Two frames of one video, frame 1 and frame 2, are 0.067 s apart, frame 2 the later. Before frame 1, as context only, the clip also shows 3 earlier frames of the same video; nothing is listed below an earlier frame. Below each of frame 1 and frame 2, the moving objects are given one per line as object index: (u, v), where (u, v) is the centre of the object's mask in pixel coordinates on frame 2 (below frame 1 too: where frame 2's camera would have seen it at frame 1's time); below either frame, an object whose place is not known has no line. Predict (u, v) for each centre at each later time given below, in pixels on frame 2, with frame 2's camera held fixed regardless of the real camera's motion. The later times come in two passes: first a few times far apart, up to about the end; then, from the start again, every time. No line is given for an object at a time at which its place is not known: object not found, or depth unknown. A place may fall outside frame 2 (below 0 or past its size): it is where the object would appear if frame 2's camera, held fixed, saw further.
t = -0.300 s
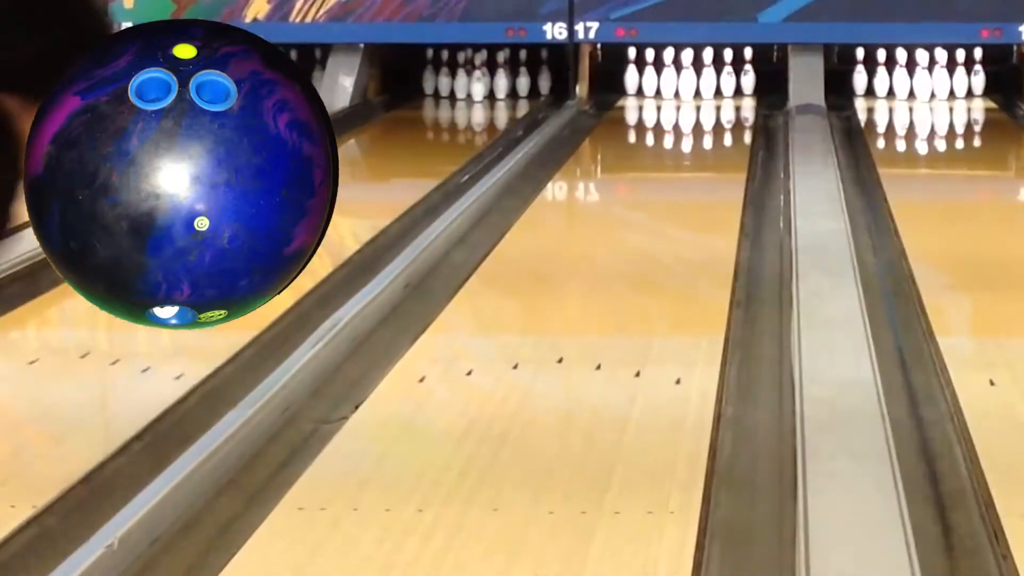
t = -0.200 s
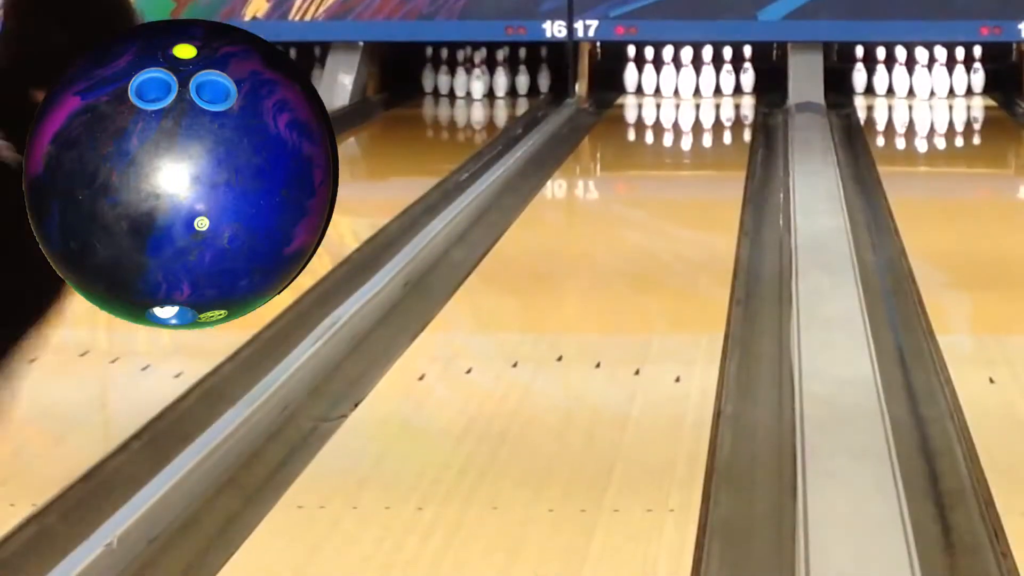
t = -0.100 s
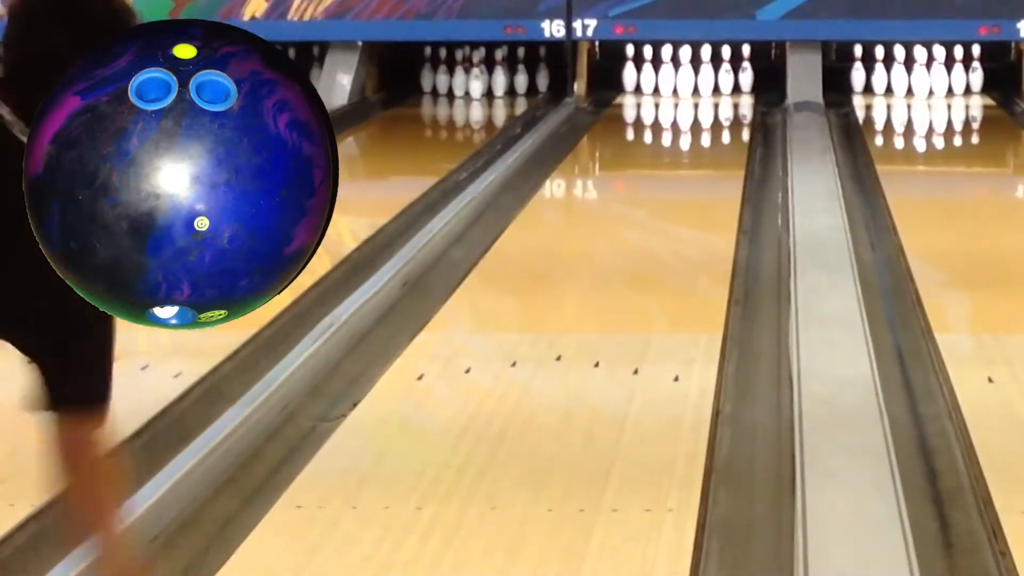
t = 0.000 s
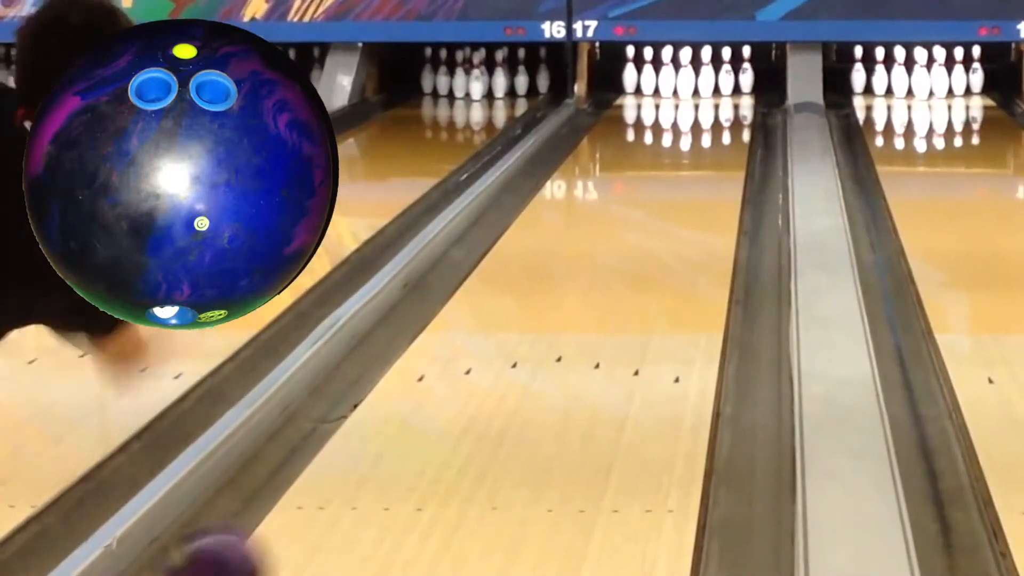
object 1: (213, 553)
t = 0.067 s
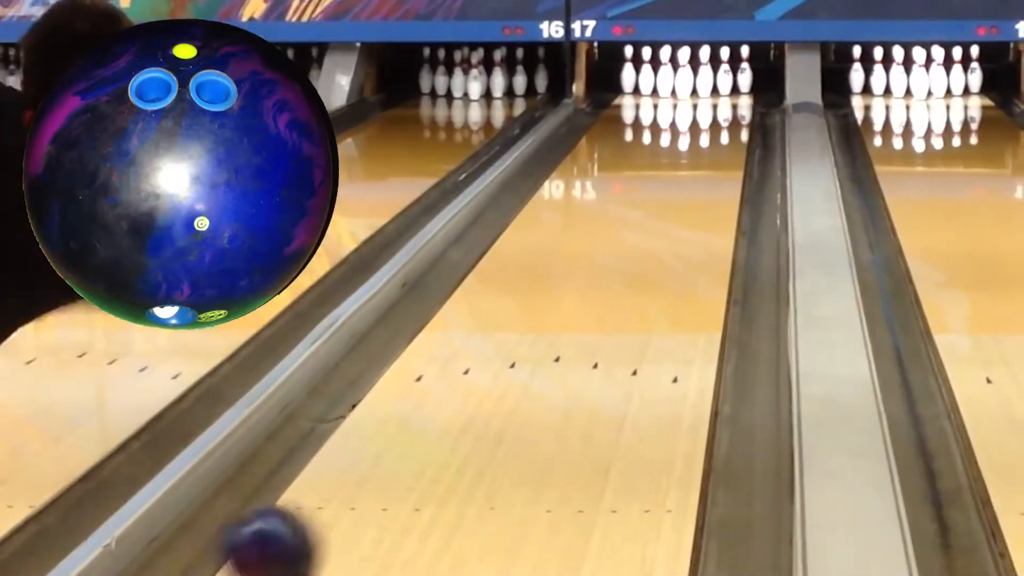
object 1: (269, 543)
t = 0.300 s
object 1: (416, 419)
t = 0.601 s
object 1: (530, 313)
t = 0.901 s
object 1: (600, 243)
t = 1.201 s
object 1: (647, 192)
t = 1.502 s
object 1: (679, 155)
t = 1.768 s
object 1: (700, 130)
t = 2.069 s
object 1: (707, 107)
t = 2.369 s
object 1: (698, 90)
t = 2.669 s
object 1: (690, 81)
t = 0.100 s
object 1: (299, 530)
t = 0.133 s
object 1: (324, 509)
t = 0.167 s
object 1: (345, 488)
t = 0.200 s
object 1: (363, 470)
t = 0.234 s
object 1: (382, 452)
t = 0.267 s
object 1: (399, 436)
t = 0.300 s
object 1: (416, 419)
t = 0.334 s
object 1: (432, 404)
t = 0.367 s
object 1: (446, 391)
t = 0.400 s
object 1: (460, 378)
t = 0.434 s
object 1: (473, 365)
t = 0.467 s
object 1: (487, 352)
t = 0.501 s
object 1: (498, 342)
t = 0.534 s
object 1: (509, 332)
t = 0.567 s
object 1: (519, 322)
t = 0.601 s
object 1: (530, 313)
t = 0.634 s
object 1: (539, 304)
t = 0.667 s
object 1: (548, 296)
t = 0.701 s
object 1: (557, 287)
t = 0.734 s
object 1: (564, 280)
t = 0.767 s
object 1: (573, 271)
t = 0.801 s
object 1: (580, 264)
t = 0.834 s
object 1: (587, 257)
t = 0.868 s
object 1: (594, 249)
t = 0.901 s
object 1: (600, 243)
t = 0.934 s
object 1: (606, 236)
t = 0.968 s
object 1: (612, 230)
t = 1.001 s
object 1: (618, 224)
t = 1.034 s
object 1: (623, 218)
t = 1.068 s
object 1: (628, 212)
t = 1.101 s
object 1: (634, 207)
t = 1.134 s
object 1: (638, 201)
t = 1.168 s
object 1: (643, 197)
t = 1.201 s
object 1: (647, 192)
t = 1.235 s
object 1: (651, 187)
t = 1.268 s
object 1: (656, 183)
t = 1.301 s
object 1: (659, 178)
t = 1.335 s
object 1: (663, 174)
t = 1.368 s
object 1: (667, 170)
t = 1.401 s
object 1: (670, 167)
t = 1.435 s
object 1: (673, 163)
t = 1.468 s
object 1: (677, 159)
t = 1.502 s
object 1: (679, 155)
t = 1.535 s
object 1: (683, 152)
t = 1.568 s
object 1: (685, 149)
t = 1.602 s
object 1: (688, 145)
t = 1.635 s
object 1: (691, 142)
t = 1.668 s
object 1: (693, 139)
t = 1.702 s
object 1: (695, 136)
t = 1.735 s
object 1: (698, 133)
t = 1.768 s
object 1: (700, 130)
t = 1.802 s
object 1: (701, 127)
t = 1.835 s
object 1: (703, 125)
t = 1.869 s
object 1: (704, 122)
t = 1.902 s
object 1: (705, 119)
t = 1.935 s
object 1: (705, 117)
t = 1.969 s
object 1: (706, 114)
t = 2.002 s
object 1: (706, 112)
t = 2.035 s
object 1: (707, 110)
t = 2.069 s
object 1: (707, 107)
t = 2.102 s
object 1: (707, 105)
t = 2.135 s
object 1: (706, 103)
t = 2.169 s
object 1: (705, 101)
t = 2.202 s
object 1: (705, 99)
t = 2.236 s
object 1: (704, 97)
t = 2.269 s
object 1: (703, 95)
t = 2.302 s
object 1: (702, 94)
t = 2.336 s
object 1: (700, 92)
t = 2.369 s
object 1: (698, 90)
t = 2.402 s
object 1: (696, 89)
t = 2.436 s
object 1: (695, 87)
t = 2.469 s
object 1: (695, 86)
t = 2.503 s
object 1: (695, 85)
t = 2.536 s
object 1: (693, 84)
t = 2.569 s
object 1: (692, 83)
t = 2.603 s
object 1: (693, 82)
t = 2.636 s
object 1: (691, 82)
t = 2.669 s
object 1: (690, 81)
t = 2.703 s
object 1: (687, 80)
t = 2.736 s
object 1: (687, 80)
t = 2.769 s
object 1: (686, 81)
